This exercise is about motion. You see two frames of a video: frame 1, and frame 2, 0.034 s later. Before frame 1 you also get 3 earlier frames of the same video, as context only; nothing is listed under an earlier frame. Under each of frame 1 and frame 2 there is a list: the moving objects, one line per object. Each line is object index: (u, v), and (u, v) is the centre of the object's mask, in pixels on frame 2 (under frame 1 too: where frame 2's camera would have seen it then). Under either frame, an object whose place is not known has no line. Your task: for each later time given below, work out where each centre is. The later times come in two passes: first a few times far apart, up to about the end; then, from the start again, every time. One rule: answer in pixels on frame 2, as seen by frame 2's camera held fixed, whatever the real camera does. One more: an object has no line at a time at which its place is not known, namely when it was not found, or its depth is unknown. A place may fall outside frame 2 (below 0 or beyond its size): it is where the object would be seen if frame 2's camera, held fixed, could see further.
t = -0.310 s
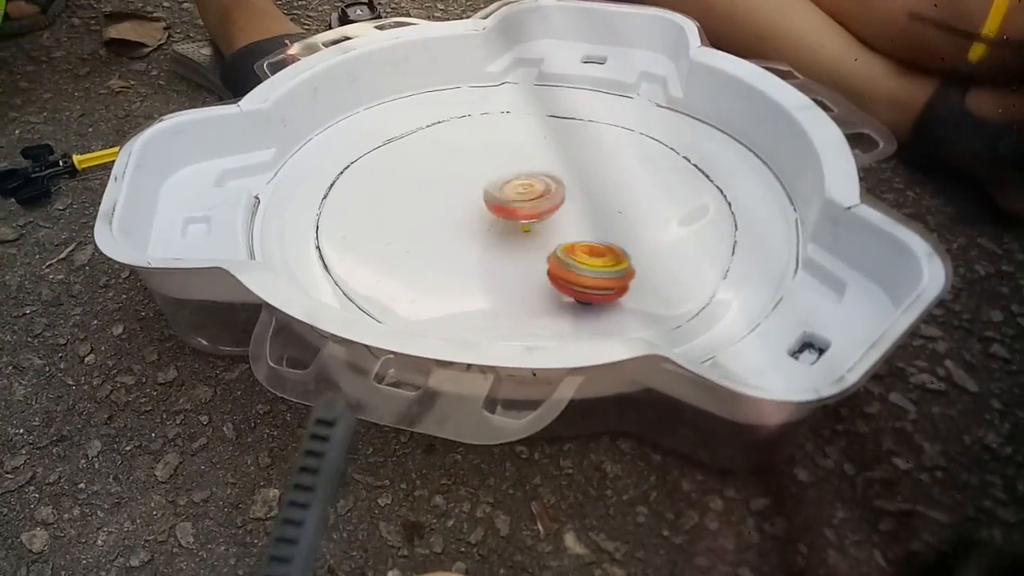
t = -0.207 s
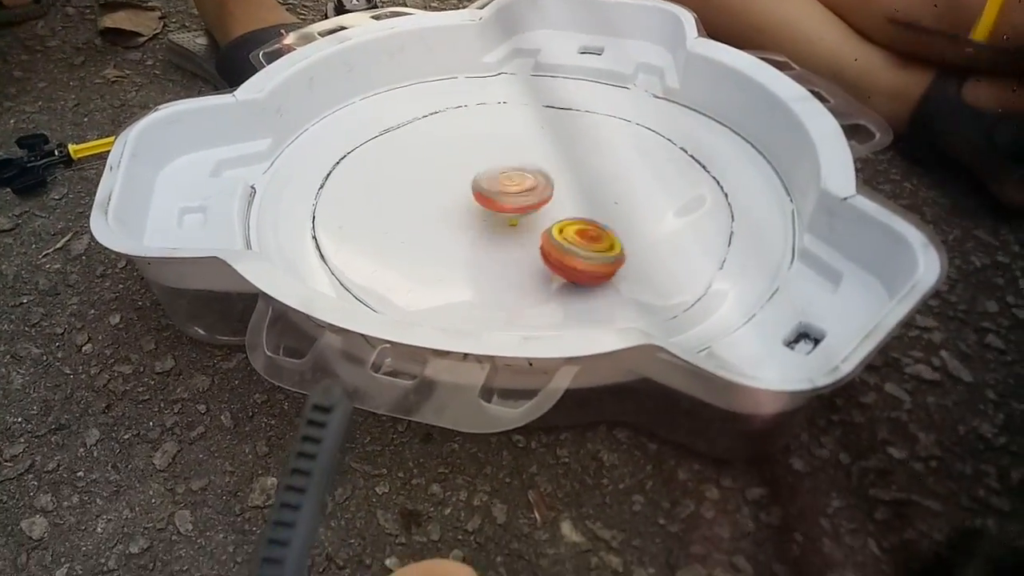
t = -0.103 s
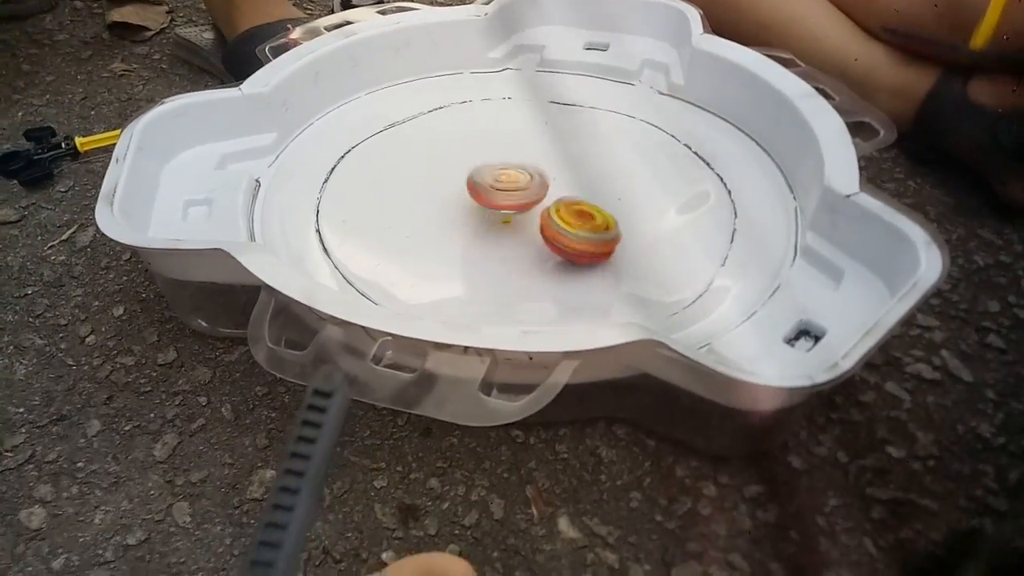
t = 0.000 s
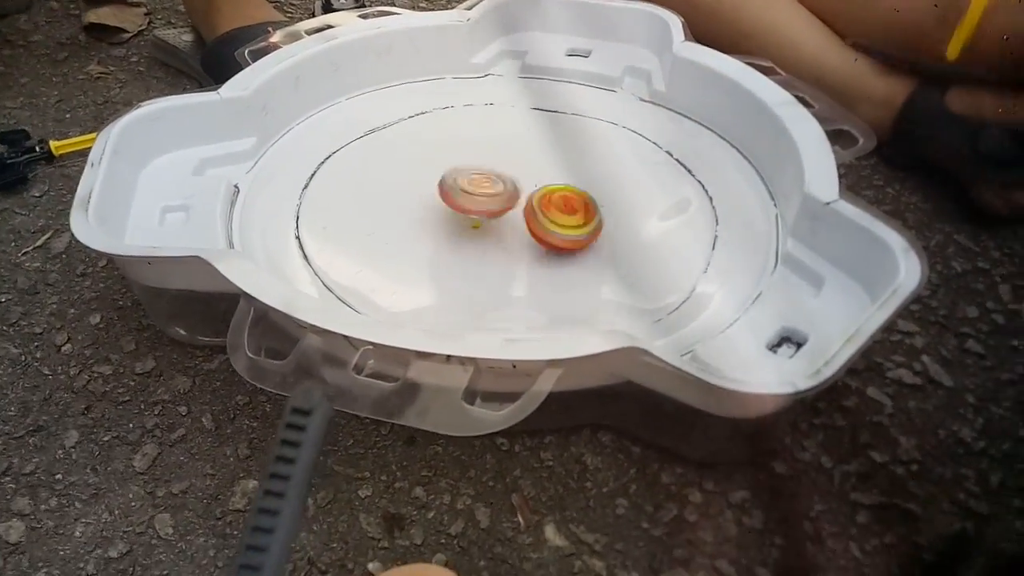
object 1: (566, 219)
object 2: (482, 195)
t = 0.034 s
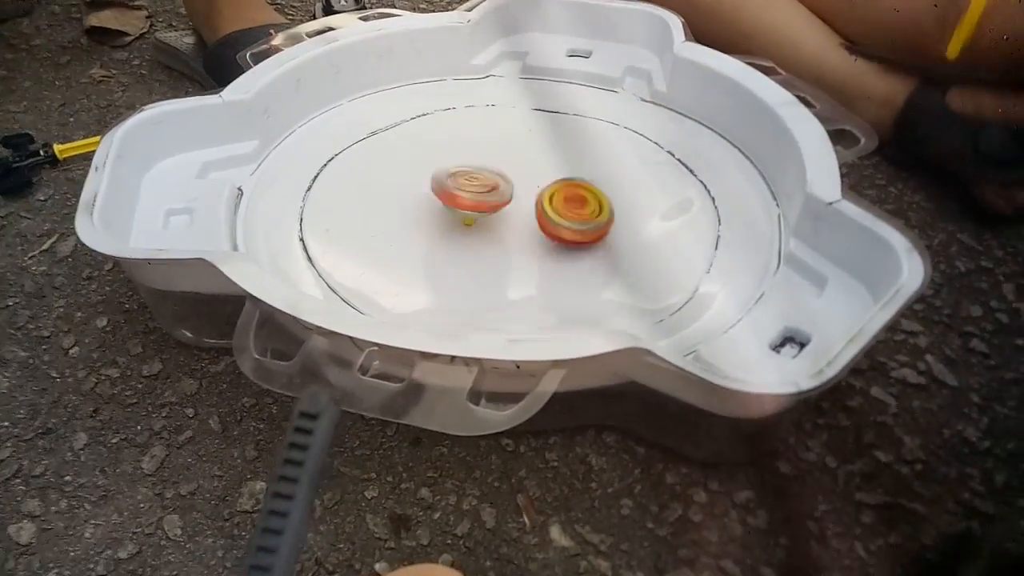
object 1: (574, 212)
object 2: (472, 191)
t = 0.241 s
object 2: (457, 182)
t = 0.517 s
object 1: (603, 183)
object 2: (470, 179)
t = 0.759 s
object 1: (581, 189)
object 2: (491, 191)
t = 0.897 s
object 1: (567, 193)
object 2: (484, 201)
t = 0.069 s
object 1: (578, 207)
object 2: (466, 189)
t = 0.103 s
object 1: (582, 203)
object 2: (465, 188)
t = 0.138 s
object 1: (587, 198)
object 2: (462, 187)
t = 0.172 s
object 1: (589, 195)
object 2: (460, 185)
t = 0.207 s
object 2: (459, 183)
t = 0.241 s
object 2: (457, 182)
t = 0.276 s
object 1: (596, 188)
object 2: (457, 181)
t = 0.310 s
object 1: (598, 185)
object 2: (456, 180)
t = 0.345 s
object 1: (600, 184)
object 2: (457, 179)
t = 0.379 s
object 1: (601, 183)
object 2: (459, 179)
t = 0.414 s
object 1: (604, 181)
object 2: (462, 179)
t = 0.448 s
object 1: (604, 182)
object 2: (465, 180)
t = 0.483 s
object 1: (603, 182)
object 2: (467, 179)
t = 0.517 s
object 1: (603, 183)
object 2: (470, 179)
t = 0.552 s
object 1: (601, 183)
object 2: (472, 180)
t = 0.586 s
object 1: (599, 184)
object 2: (475, 182)
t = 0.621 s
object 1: (597, 185)
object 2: (479, 184)
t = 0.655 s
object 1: (595, 186)
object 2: (482, 185)
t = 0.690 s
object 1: (591, 187)
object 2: (486, 187)
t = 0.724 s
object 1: (587, 188)
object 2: (488, 189)
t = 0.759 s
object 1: (581, 189)
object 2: (491, 191)
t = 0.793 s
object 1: (577, 190)
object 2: (495, 194)
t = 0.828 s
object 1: (572, 190)
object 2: (497, 197)
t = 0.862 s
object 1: (571, 192)
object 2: (492, 198)
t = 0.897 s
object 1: (567, 193)
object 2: (484, 201)
